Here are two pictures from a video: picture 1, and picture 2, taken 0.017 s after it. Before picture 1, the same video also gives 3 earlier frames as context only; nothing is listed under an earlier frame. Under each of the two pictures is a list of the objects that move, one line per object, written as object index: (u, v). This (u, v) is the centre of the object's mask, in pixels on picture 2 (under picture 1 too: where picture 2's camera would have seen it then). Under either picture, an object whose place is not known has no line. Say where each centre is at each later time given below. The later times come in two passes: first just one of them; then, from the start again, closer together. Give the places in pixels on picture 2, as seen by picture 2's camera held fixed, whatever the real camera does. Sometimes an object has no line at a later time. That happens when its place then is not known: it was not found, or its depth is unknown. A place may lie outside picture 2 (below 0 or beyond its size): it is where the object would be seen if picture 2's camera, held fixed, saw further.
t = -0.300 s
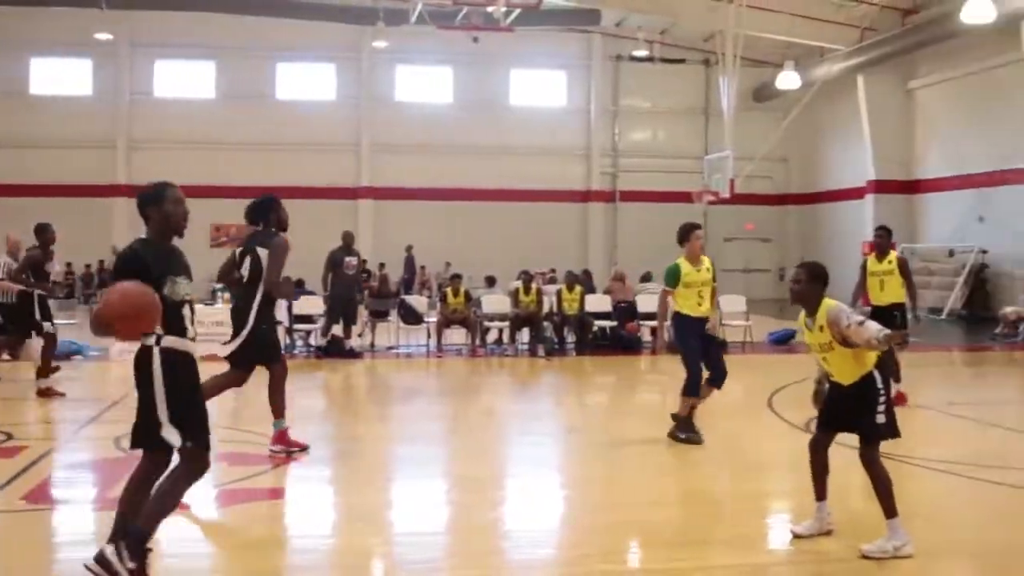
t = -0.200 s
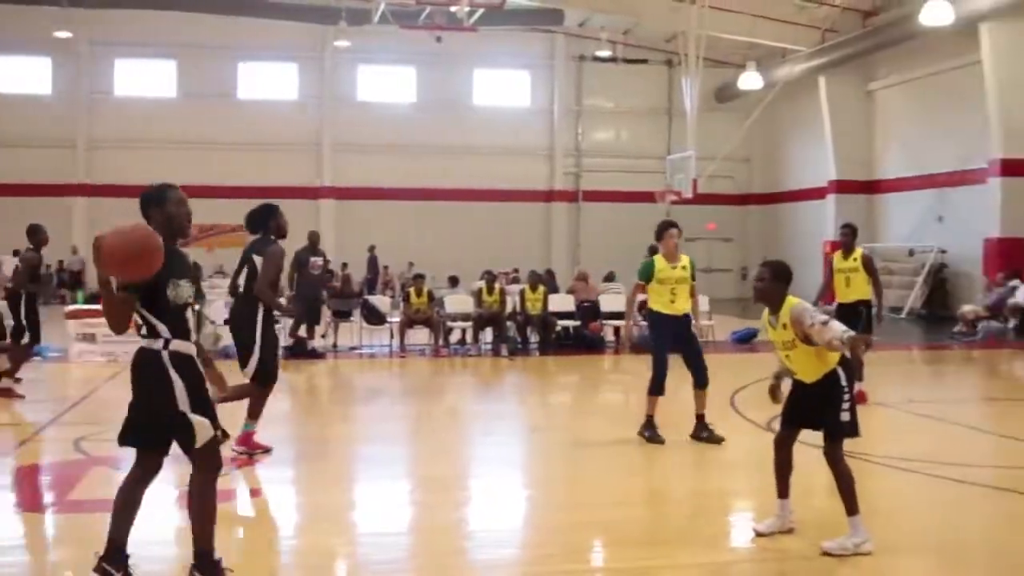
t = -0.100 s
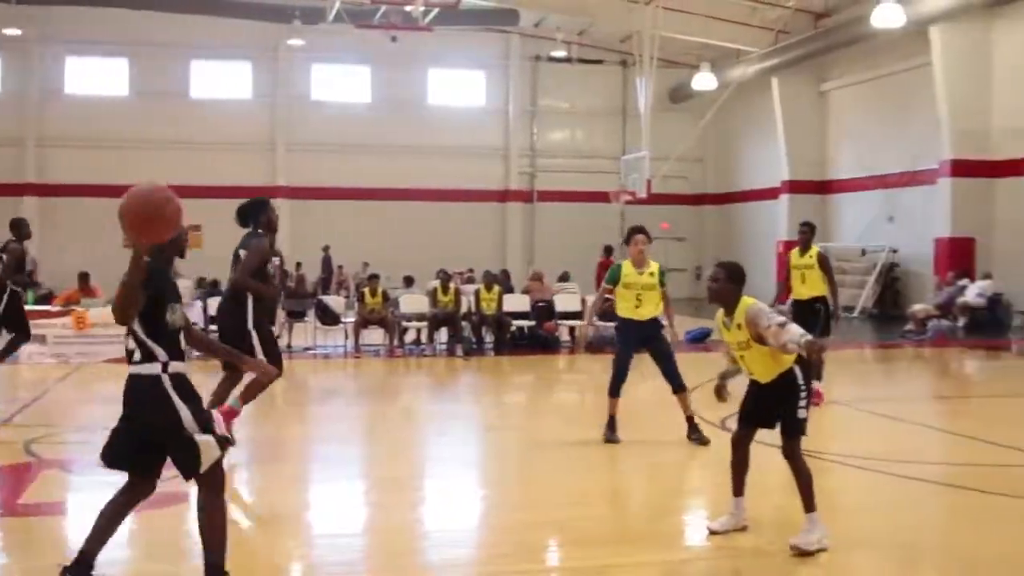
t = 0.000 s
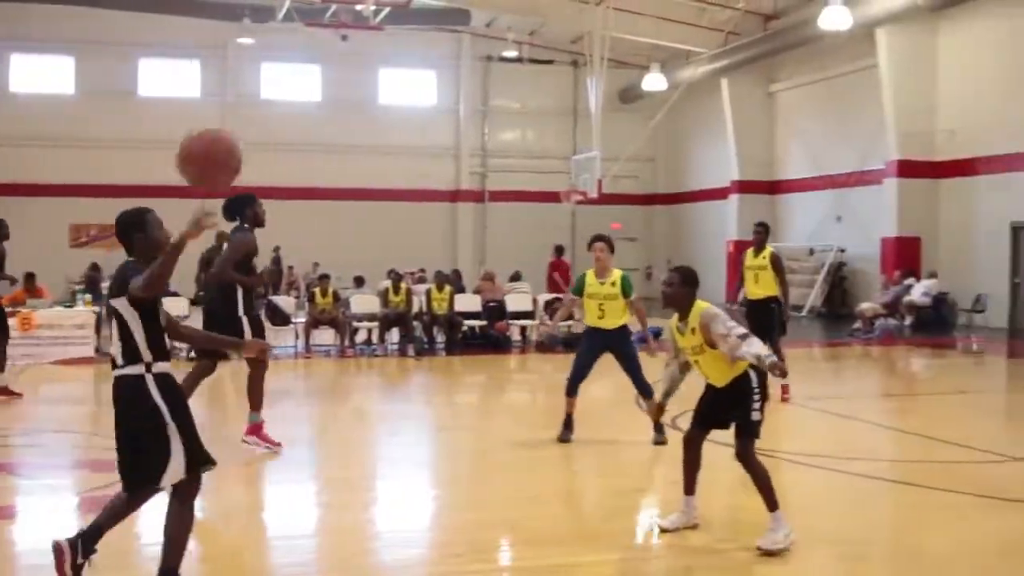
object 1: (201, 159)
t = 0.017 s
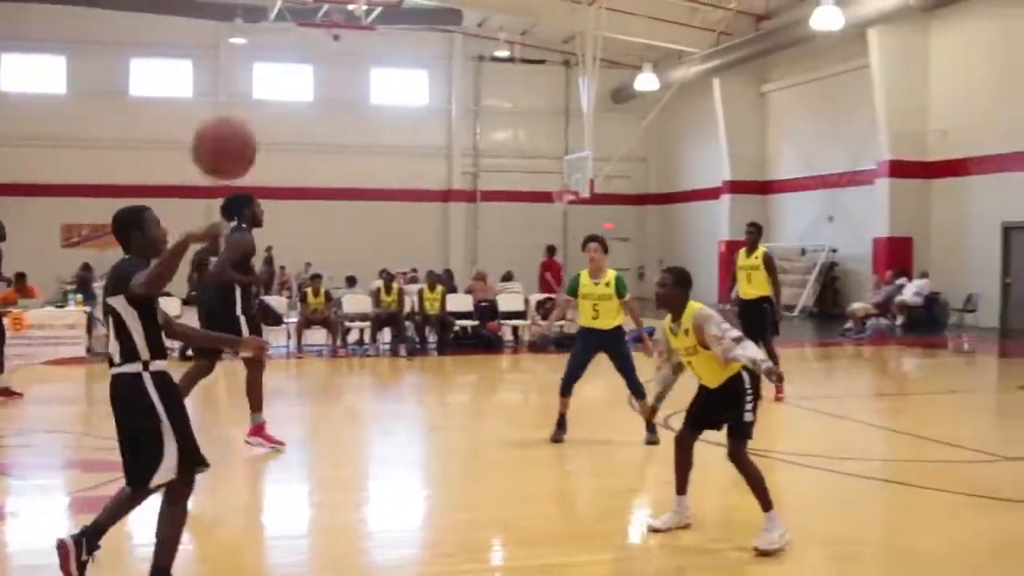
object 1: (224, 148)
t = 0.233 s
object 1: (578, 65)
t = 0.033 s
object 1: (247, 139)
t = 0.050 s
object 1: (272, 131)
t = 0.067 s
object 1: (298, 122)
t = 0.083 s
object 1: (324, 113)
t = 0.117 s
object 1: (374, 98)
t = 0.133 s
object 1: (404, 90)
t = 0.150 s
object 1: (432, 84)
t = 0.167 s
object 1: (459, 79)
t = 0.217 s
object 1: (547, 67)
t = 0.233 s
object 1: (578, 65)
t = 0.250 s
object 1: (610, 64)
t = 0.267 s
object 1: (644, 64)
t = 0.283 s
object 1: (677, 64)
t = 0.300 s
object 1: (711, 64)
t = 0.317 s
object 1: (743, 68)
